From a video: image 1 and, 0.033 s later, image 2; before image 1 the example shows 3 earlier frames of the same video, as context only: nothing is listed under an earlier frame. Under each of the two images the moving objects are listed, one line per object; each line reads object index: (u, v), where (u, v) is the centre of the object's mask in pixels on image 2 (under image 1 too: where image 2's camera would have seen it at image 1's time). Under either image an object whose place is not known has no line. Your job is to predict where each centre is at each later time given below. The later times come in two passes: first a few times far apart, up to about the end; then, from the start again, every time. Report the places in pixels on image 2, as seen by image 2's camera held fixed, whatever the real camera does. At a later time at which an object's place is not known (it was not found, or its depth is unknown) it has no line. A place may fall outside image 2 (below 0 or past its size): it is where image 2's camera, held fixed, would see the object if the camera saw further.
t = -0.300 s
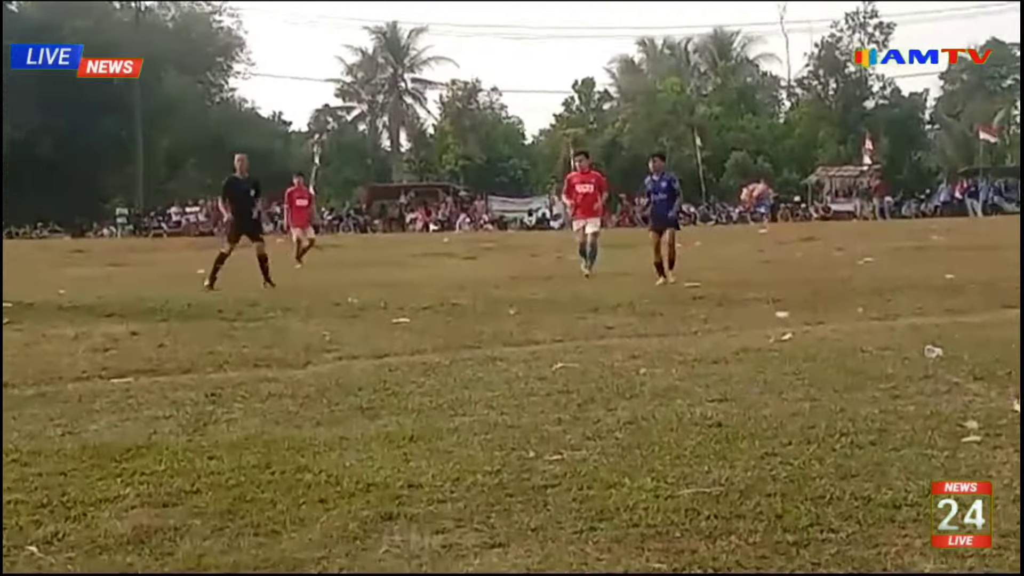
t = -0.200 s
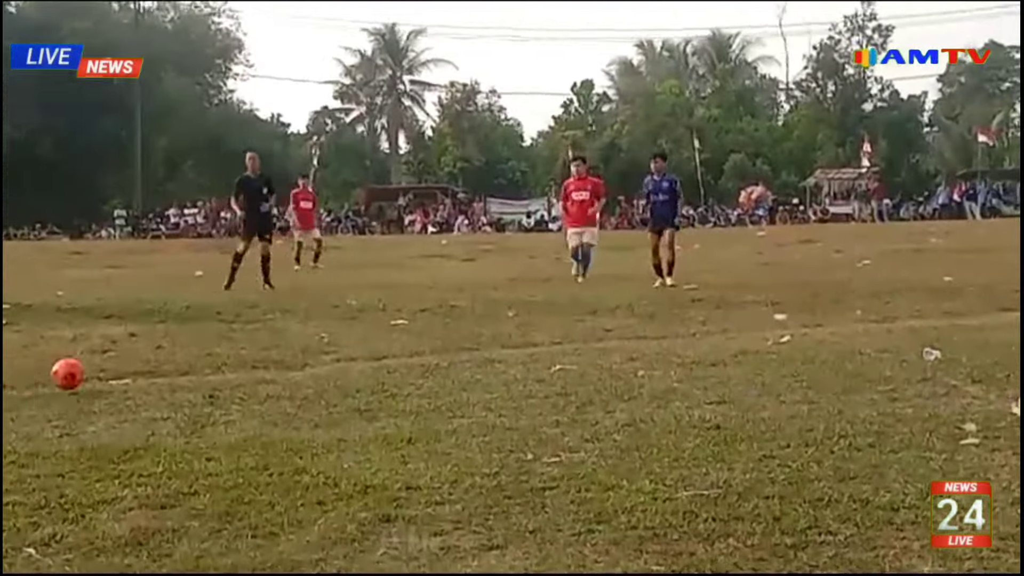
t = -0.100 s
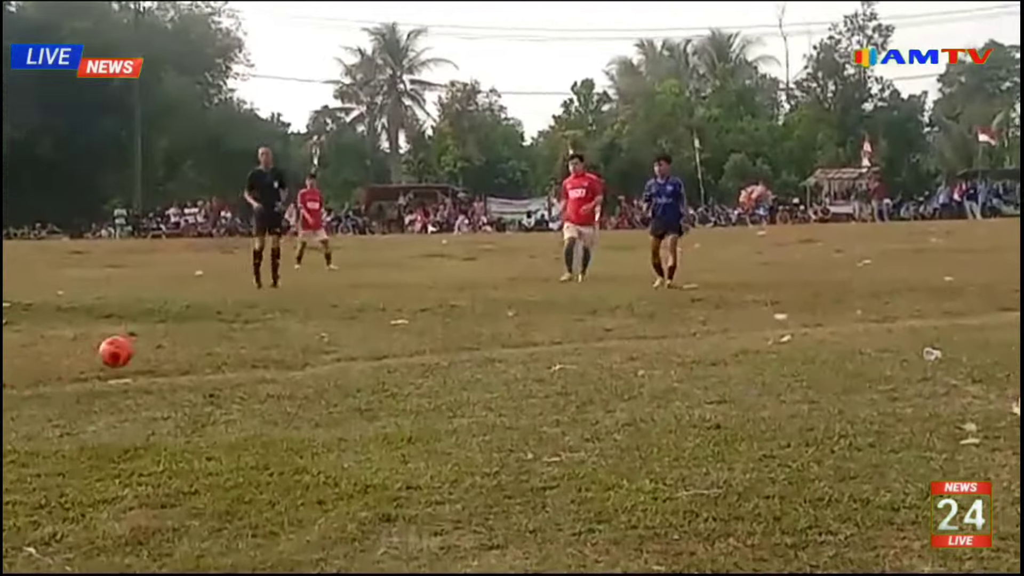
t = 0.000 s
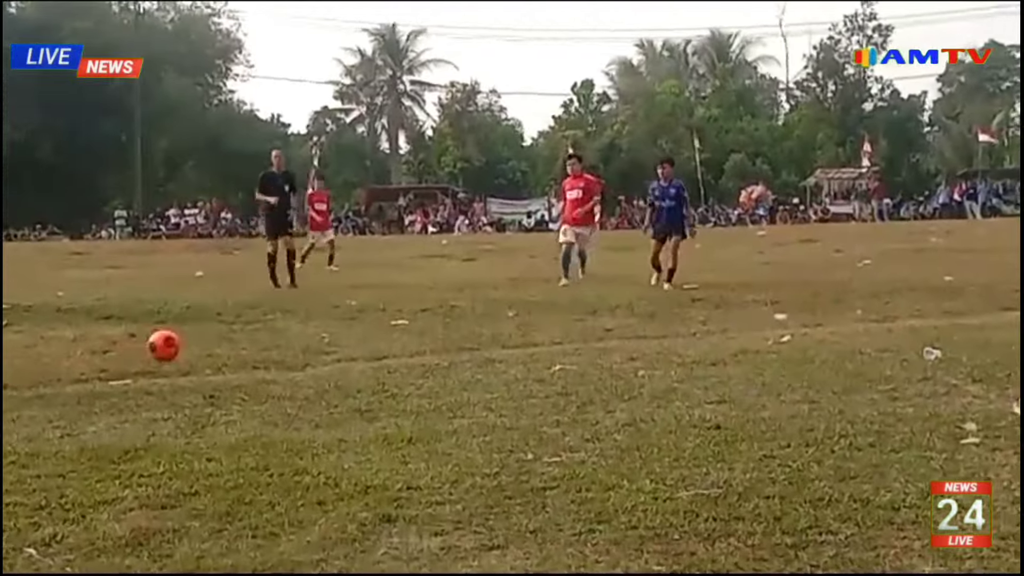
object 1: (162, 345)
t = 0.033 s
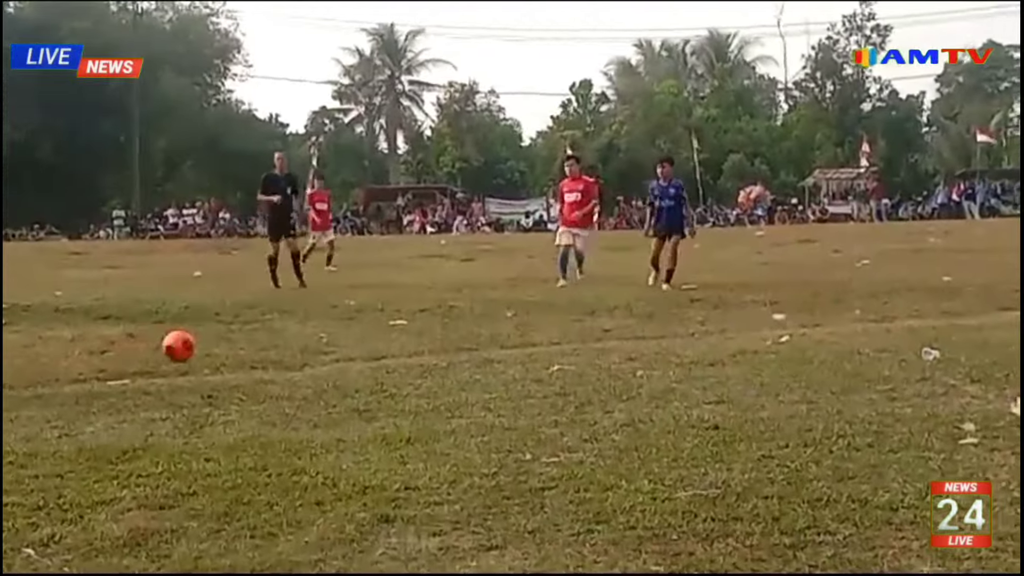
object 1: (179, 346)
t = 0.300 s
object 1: (285, 362)
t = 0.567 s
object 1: (339, 374)
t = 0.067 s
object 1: (195, 348)
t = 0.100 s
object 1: (212, 352)
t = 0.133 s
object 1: (228, 358)
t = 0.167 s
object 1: (243, 365)
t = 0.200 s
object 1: (260, 375)
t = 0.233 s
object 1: (271, 376)
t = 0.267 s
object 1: (277, 369)
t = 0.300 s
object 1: (285, 362)
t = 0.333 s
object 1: (291, 358)
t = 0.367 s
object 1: (297, 356)
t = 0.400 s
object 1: (305, 355)
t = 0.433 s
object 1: (311, 355)
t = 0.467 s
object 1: (318, 358)
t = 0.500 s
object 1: (325, 362)
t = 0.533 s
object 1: (332, 367)
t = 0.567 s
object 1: (339, 374)
